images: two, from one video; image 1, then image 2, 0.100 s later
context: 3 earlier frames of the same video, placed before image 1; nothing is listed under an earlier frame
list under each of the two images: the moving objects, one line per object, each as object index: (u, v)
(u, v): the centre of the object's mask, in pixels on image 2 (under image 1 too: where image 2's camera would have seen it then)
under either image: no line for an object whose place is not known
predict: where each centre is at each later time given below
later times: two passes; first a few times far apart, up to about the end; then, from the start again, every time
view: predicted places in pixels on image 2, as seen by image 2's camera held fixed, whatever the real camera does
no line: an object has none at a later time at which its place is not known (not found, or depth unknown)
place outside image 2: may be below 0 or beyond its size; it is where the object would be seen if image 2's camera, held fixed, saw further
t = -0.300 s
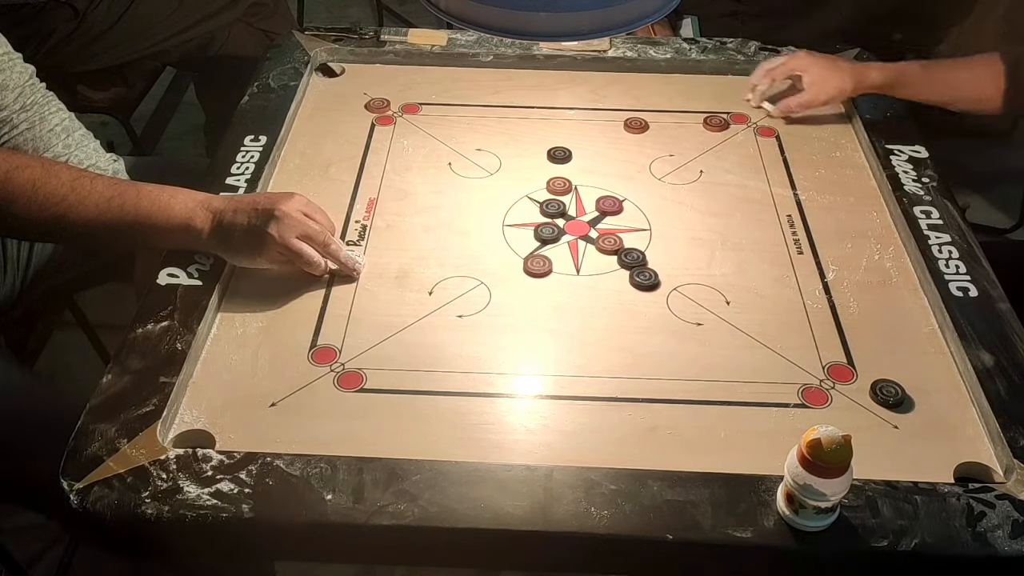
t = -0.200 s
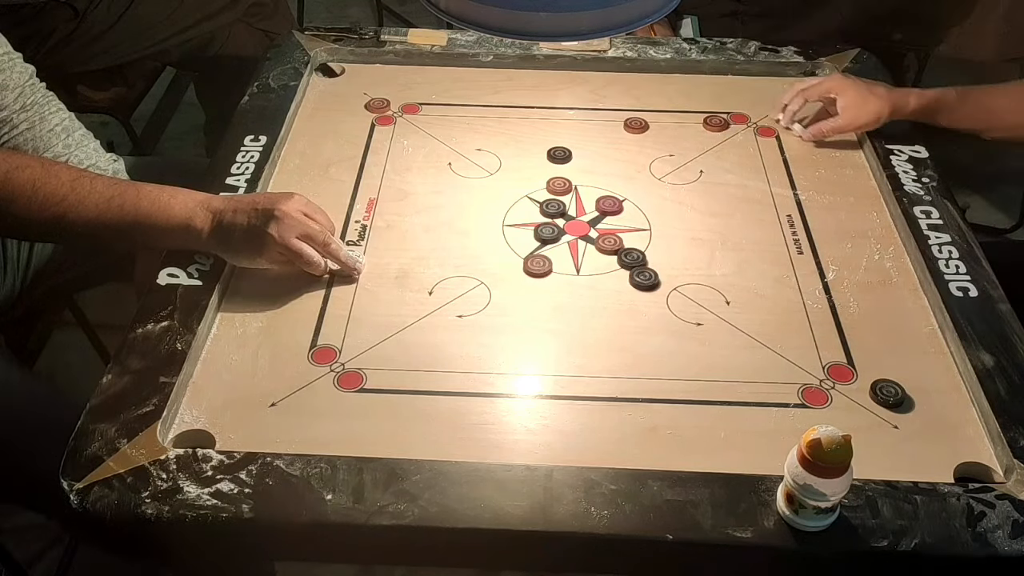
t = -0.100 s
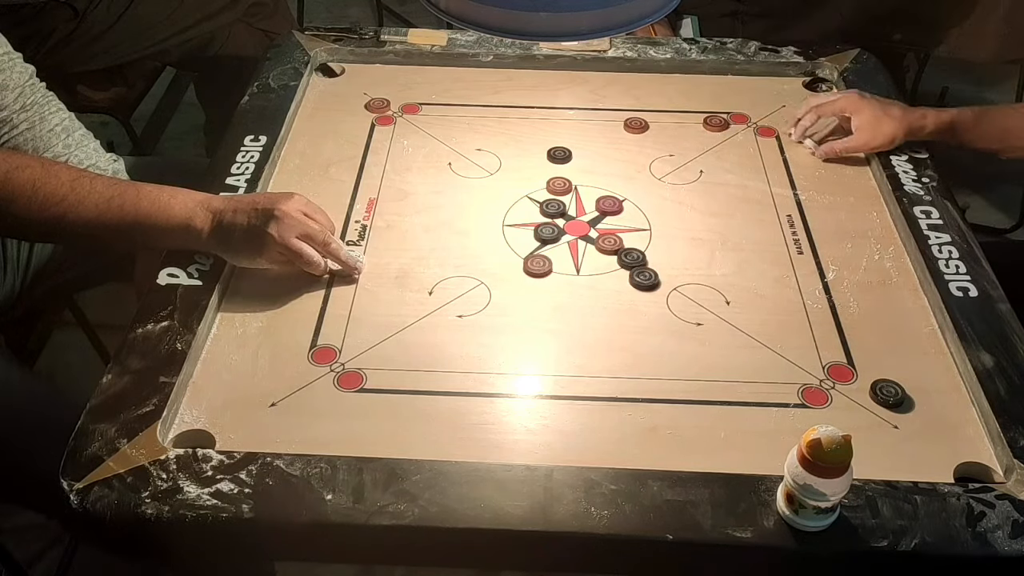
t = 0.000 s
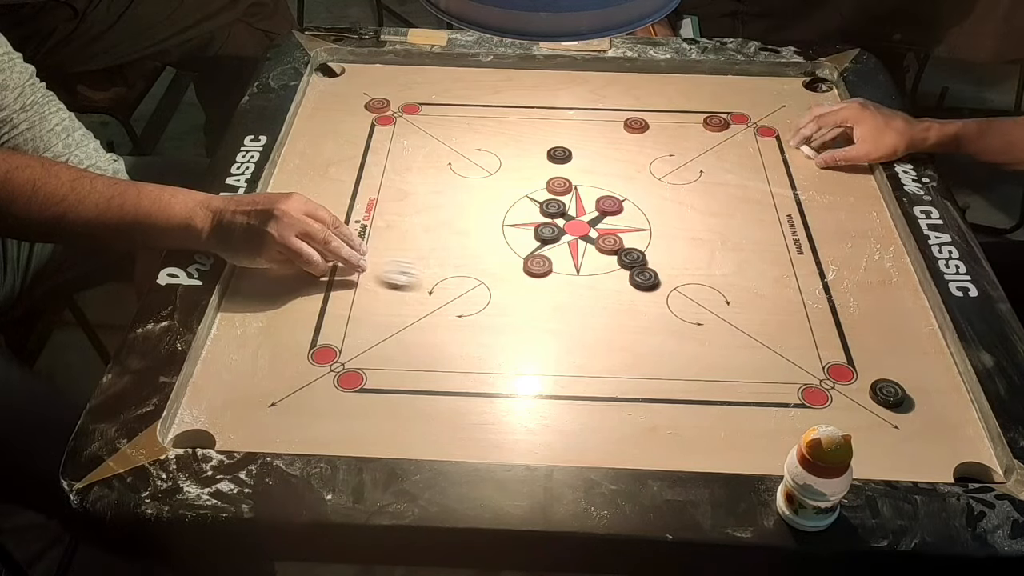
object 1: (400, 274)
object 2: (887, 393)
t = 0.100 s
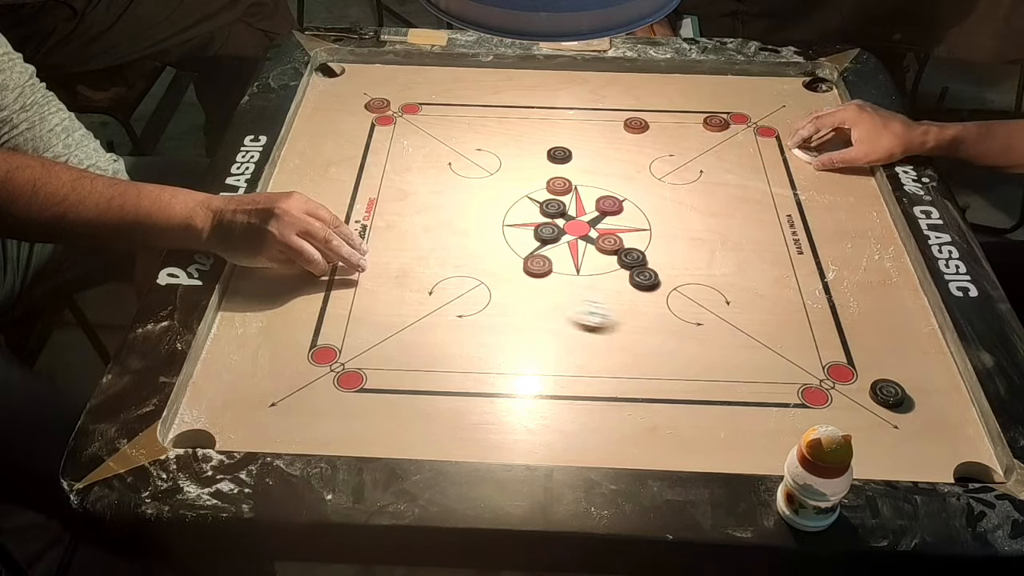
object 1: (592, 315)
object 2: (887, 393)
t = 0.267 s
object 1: (899, 370)
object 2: (950, 432)
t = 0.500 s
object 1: (753, 353)
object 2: (841, 398)
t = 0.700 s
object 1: (631, 342)
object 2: (784, 347)
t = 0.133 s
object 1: (658, 330)
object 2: (887, 393)
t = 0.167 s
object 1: (724, 344)
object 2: (887, 393)
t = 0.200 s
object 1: (787, 356)
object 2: (887, 393)
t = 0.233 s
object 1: (856, 369)
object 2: (888, 394)
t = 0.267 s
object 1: (899, 370)
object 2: (950, 432)
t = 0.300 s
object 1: (938, 371)
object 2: (962, 462)
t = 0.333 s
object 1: (903, 367)
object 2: (938, 473)
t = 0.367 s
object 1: (870, 364)
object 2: (914, 459)
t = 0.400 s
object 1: (838, 360)
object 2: (893, 442)
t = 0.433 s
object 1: (806, 358)
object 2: (873, 425)
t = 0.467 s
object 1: (778, 356)
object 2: (856, 411)
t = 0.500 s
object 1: (753, 353)
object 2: (841, 398)
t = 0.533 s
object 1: (728, 351)
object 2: (827, 386)
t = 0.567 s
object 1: (705, 348)
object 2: (816, 376)
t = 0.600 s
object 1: (684, 346)
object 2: (806, 367)
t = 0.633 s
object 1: (664, 345)
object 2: (798, 359)
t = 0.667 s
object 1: (647, 343)
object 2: (790, 353)
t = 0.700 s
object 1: (631, 342)
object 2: (784, 347)
